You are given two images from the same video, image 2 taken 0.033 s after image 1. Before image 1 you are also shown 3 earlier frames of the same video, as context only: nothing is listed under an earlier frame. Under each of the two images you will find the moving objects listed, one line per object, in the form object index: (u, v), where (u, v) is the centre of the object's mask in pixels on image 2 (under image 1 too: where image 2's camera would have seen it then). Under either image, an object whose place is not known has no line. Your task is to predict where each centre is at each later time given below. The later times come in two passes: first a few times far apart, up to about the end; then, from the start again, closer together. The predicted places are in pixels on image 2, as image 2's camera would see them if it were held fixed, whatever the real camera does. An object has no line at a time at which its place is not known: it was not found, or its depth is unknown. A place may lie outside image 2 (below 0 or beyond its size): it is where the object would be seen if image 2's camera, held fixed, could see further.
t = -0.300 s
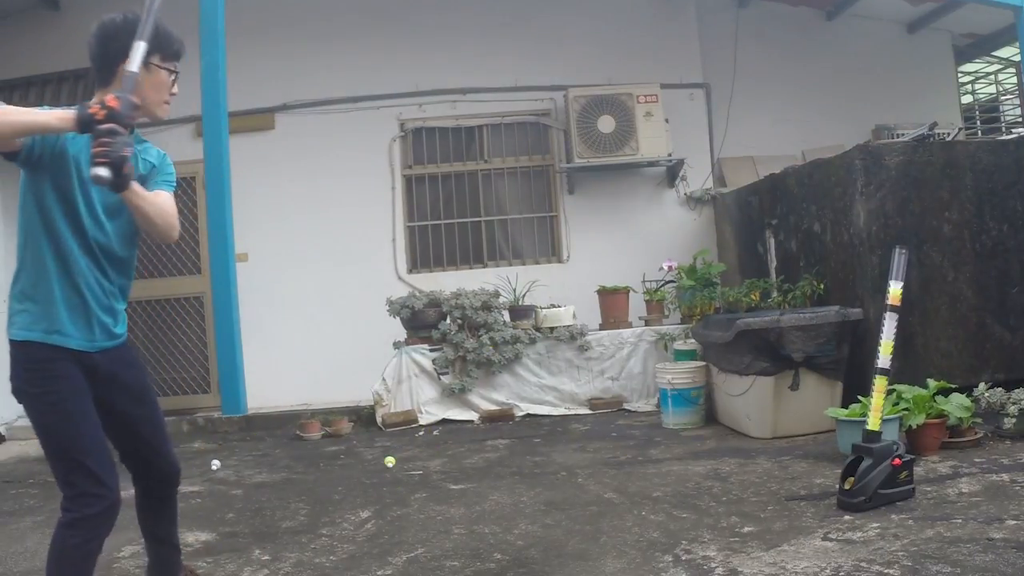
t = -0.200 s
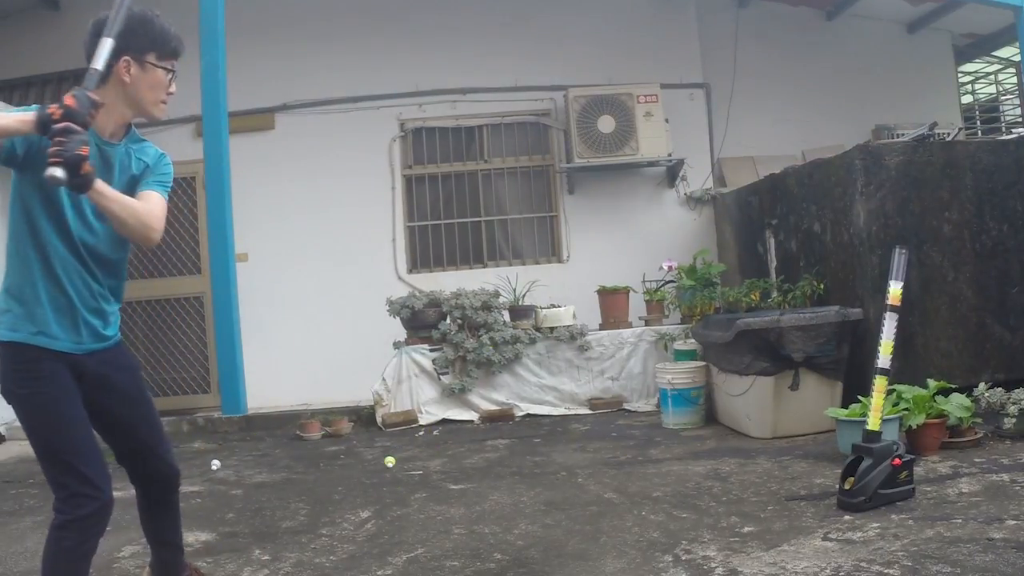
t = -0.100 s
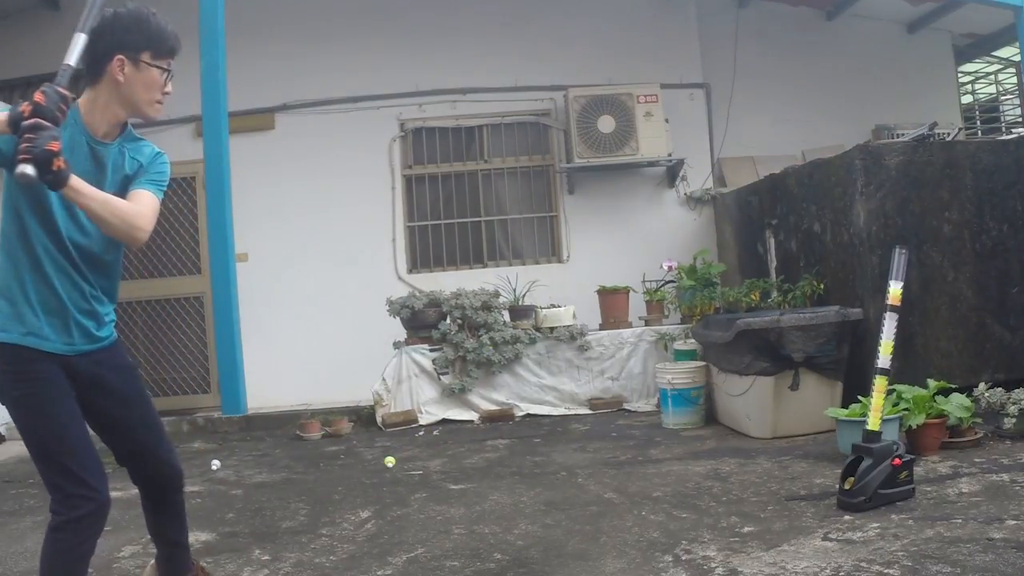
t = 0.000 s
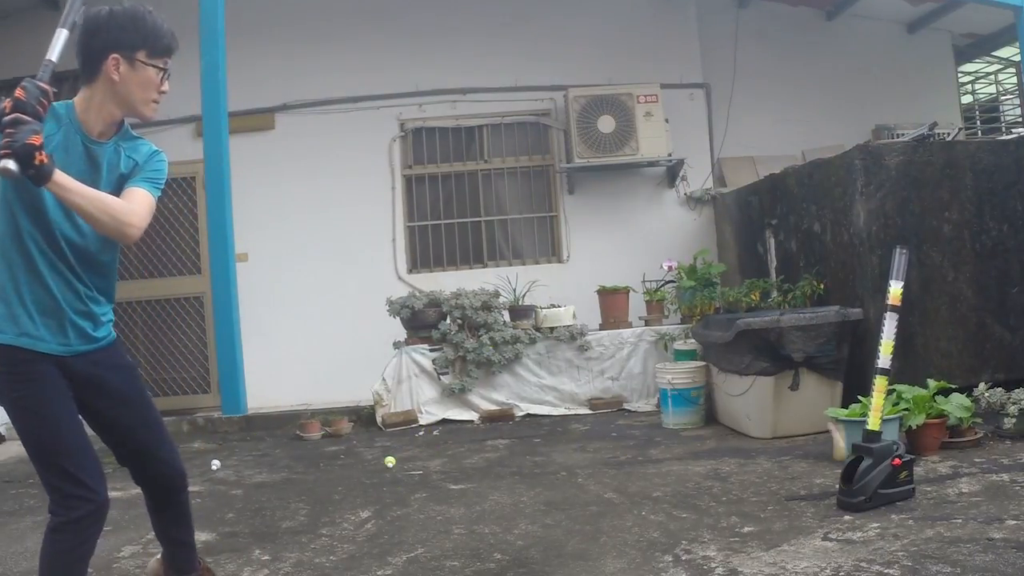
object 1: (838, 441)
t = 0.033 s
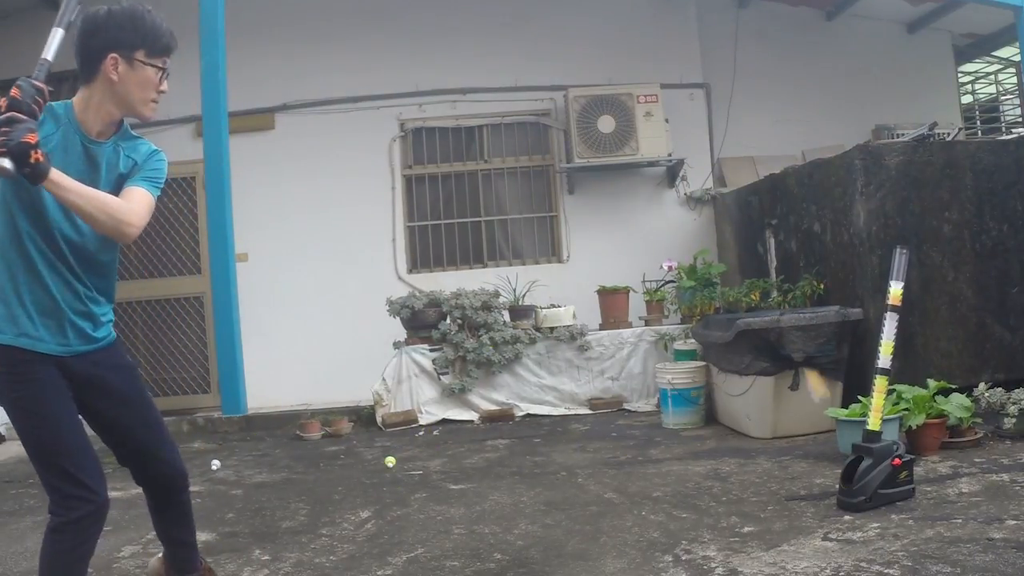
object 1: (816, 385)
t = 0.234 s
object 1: (676, 169)
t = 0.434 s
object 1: (557, 88)
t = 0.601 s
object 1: (466, 127)
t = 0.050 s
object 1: (802, 359)
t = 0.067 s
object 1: (788, 340)
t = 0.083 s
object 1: (773, 321)
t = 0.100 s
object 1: (763, 304)
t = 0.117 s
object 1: (753, 287)
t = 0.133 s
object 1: (743, 268)
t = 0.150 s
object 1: (736, 252)
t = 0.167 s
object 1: (727, 232)
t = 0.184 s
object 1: (715, 213)
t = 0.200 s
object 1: (703, 196)
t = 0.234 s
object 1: (676, 169)
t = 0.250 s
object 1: (663, 156)
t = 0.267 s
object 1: (650, 146)
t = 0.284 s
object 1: (639, 135)
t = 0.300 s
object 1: (628, 126)
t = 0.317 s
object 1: (618, 118)
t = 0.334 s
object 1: (609, 111)
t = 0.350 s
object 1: (599, 105)
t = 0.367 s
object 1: (589, 99)
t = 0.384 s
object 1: (580, 95)
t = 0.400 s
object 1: (572, 92)
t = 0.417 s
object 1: (565, 89)
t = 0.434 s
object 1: (557, 88)
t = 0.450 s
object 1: (549, 88)
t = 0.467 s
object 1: (541, 90)
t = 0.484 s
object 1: (532, 93)
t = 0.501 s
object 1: (522, 96)
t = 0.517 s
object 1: (513, 100)
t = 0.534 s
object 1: (503, 104)
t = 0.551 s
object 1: (494, 109)
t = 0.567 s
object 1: (485, 114)
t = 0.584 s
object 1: (475, 120)
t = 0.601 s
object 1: (466, 127)
